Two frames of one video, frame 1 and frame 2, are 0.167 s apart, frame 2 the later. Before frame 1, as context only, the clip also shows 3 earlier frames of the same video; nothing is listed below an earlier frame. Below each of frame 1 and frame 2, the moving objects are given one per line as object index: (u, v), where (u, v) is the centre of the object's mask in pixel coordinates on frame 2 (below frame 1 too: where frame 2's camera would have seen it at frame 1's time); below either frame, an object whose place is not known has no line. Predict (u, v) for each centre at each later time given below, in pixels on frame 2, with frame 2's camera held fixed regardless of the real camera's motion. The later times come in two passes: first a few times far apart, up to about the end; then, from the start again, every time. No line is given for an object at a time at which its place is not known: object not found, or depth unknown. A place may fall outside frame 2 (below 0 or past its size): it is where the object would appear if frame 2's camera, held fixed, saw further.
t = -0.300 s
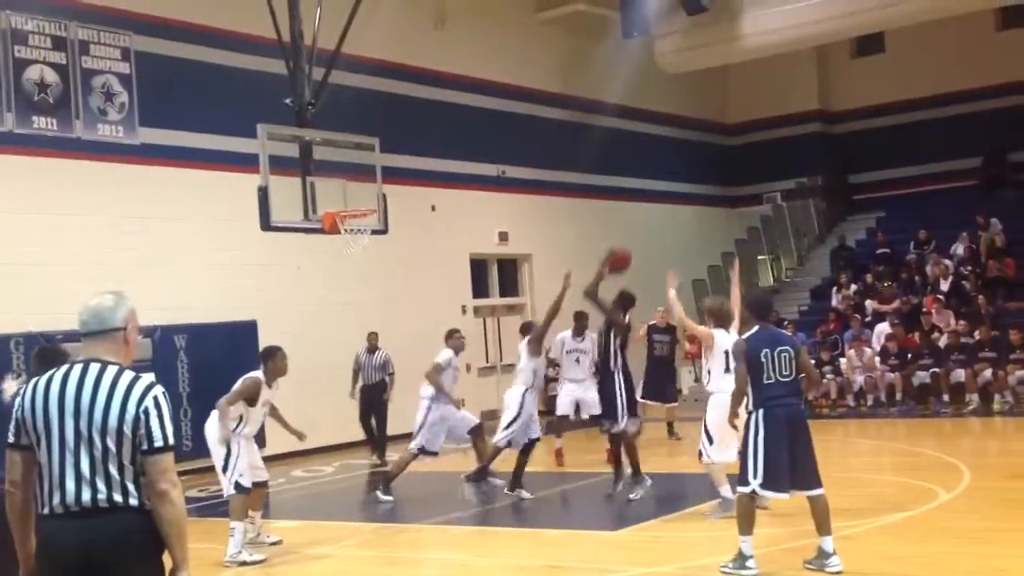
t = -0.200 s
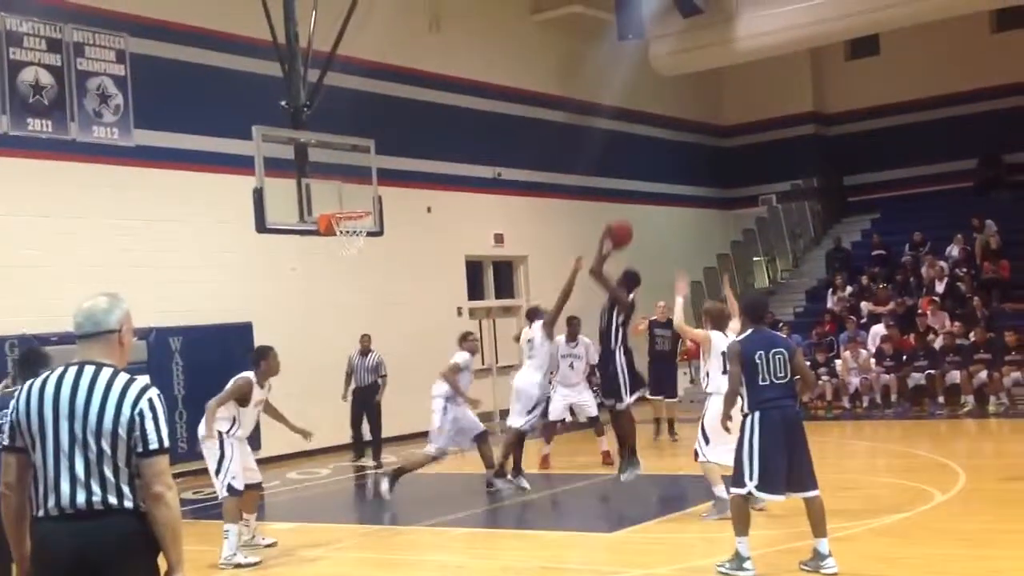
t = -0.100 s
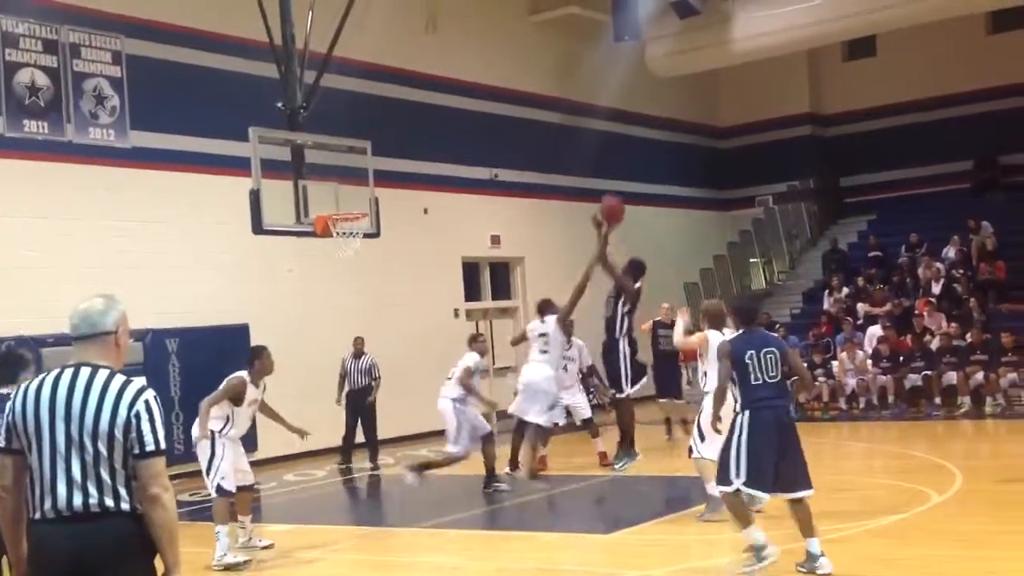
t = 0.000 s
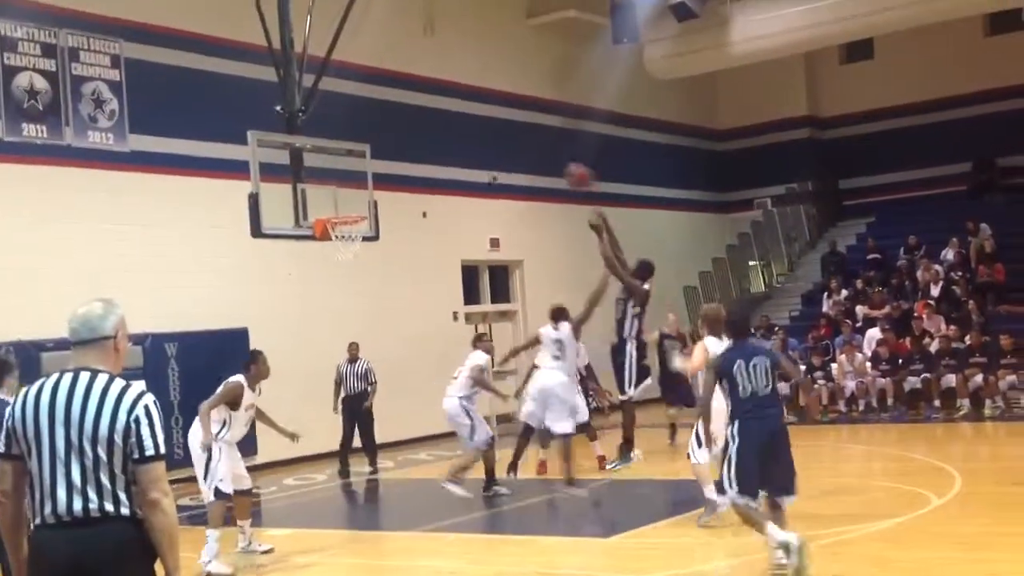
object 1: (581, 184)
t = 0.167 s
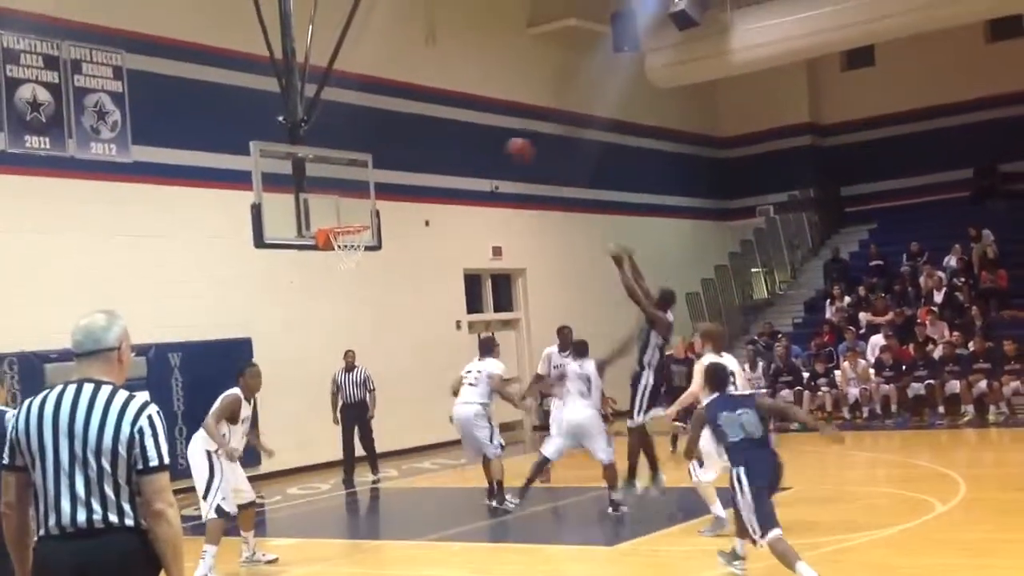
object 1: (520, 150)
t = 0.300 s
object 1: (475, 143)
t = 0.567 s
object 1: (398, 176)
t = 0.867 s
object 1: (342, 209)
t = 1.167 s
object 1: (353, 230)
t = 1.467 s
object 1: (357, 257)
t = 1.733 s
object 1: (343, 317)
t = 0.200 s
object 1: (508, 145)
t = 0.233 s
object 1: (497, 143)
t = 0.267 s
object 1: (487, 144)
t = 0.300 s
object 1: (475, 143)
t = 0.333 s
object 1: (465, 144)
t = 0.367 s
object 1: (455, 144)
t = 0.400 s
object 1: (444, 148)
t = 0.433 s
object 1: (434, 152)
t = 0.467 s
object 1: (425, 156)
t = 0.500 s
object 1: (415, 161)
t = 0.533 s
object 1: (407, 168)
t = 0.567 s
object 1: (398, 176)
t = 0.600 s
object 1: (386, 185)
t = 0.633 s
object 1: (380, 193)
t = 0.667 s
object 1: (371, 206)
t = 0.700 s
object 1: (364, 217)
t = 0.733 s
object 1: (359, 214)
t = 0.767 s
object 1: (354, 210)
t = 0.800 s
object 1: (350, 209)
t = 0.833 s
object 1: (345, 208)
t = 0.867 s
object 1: (342, 209)
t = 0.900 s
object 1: (338, 211)
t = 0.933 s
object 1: (333, 214)
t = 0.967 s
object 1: (331, 216)
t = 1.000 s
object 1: (333, 216)
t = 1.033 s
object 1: (337, 216)
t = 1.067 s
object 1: (341, 217)
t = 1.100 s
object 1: (344, 219)
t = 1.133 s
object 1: (348, 220)
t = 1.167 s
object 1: (353, 230)
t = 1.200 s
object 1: (359, 235)
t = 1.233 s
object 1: (361, 239)
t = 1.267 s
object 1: (362, 243)
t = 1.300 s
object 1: (362, 243)
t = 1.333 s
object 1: (363, 243)
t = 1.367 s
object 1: (363, 244)
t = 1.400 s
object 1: (362, 245)
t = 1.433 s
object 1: (359, 254)
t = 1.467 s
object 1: (357, 257)
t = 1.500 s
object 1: (354, 259)
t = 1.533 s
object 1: (354, 266)
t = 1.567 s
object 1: (352, 272)
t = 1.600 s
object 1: (350, 278)
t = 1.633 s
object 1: (348, 286)
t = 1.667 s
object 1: (347, 295)
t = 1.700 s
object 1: (345, 305)
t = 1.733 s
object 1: (343, 317)
